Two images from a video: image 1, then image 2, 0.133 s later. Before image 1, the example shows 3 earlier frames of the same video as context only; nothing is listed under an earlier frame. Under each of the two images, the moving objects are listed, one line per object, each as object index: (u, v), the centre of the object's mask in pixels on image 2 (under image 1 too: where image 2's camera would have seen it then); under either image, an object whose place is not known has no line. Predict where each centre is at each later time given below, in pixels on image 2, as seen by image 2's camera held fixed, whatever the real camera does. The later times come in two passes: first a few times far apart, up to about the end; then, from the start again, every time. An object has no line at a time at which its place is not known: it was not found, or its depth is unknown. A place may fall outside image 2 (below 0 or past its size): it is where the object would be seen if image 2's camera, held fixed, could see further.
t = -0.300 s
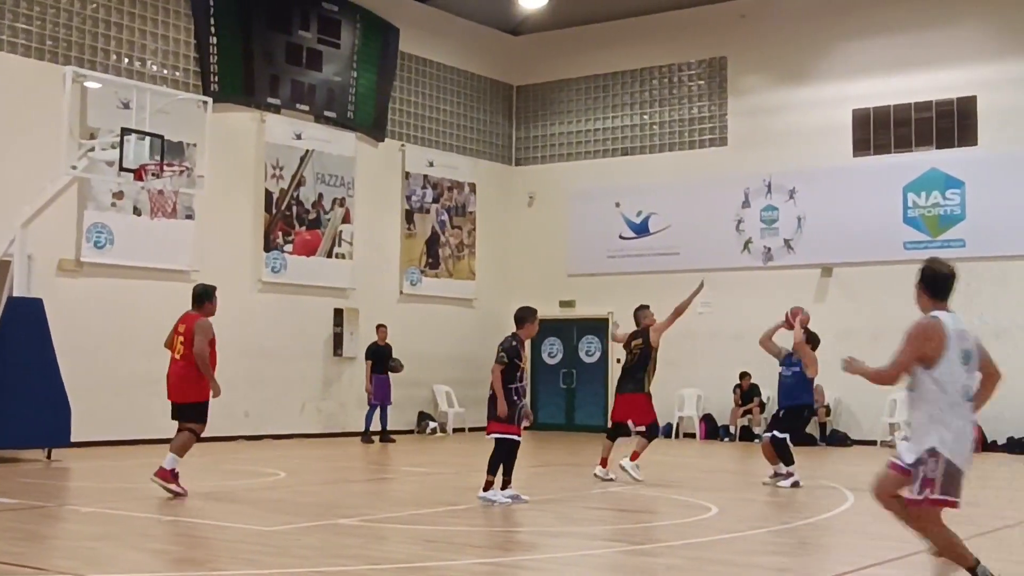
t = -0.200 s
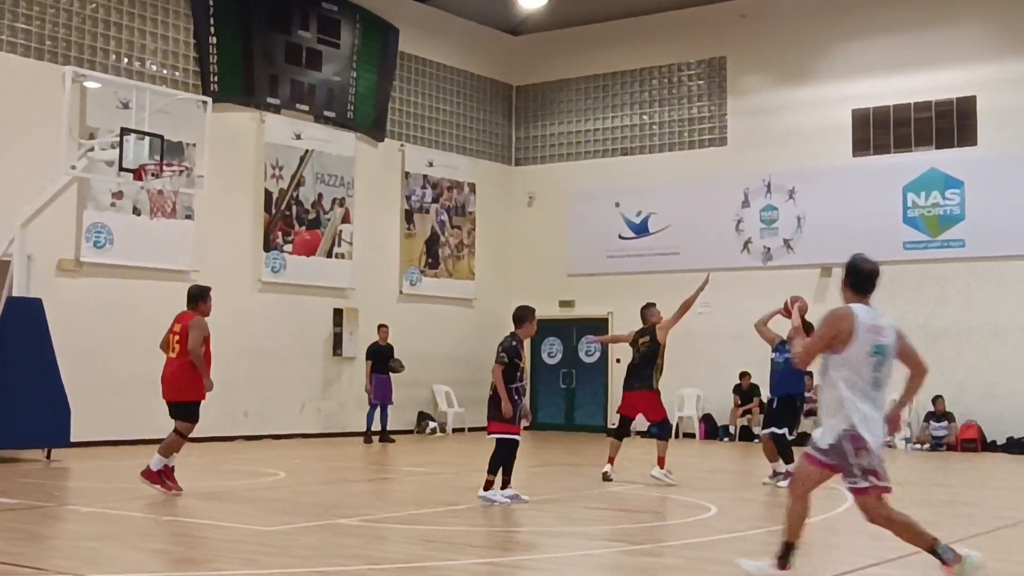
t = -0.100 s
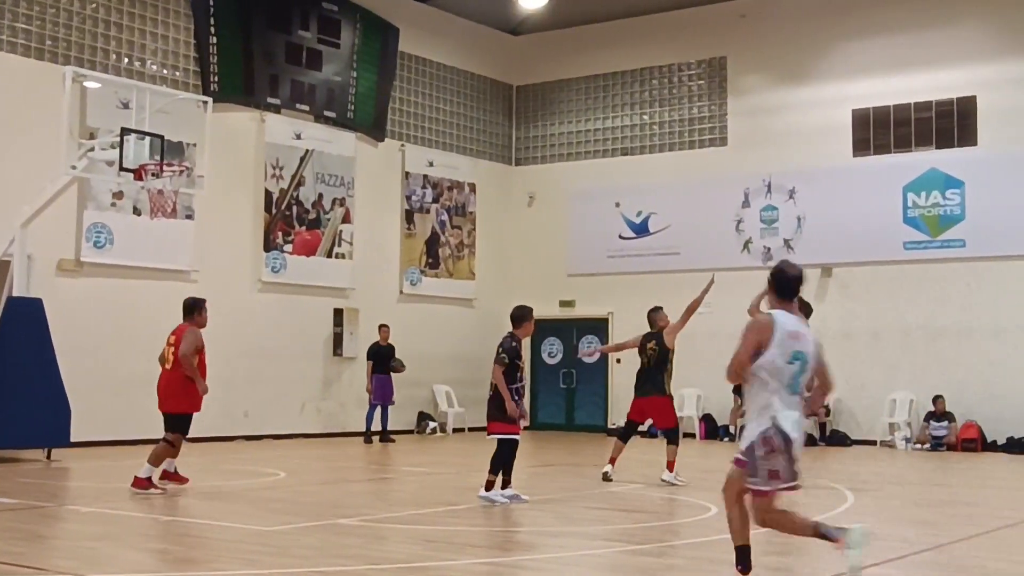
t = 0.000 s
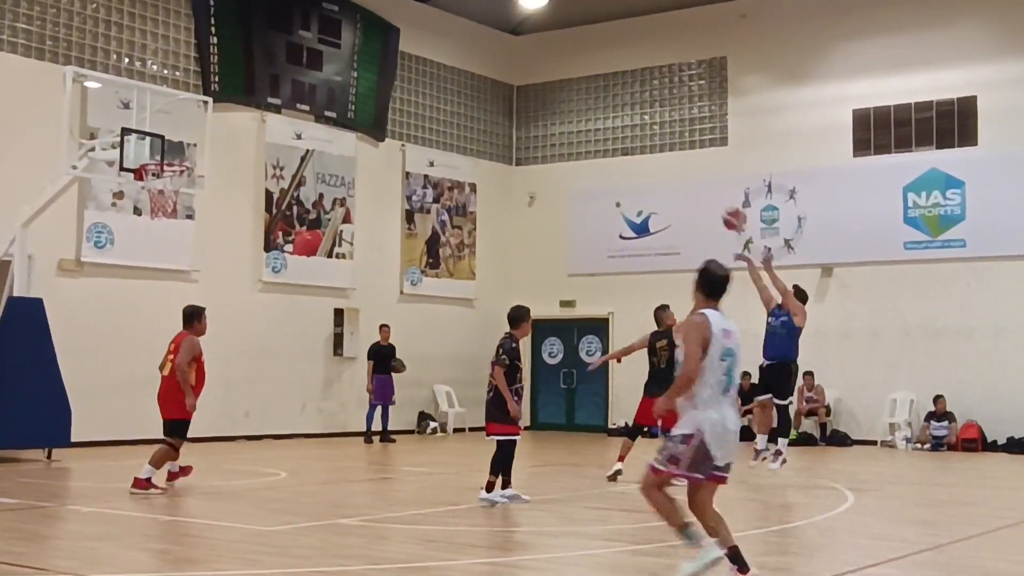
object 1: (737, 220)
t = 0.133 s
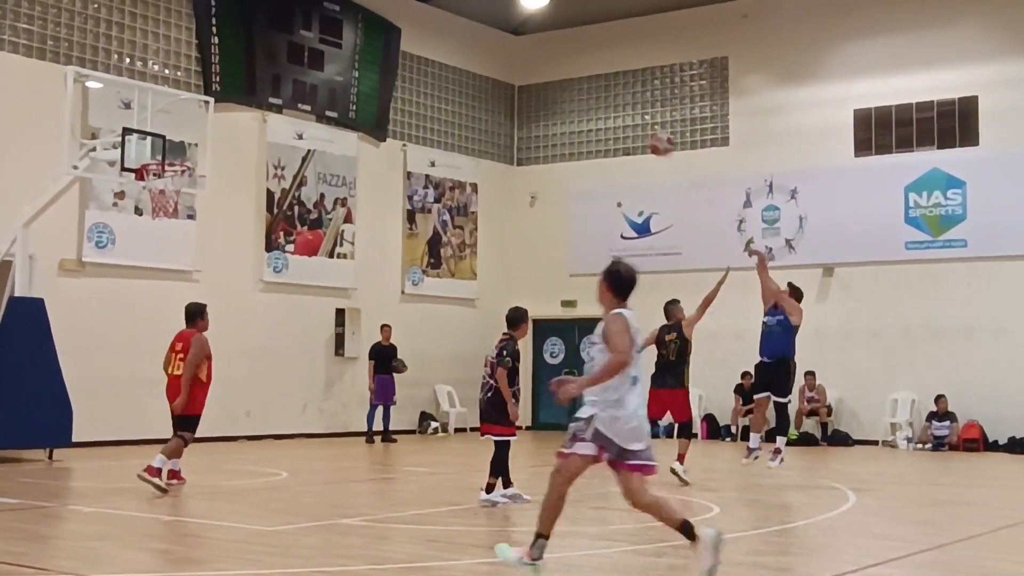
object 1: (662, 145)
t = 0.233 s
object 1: (606, 101)
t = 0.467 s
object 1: (485, 39)
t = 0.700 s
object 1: (367, 29)
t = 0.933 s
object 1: (251, 71)
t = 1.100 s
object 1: (169, 131)
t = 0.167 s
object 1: (644, 130)
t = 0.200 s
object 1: (625, 114)
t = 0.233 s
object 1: (606, 101)
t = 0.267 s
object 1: (590, 90)
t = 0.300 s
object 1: (572, 78)
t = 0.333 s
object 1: (553, 68)
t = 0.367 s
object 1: (537, 59)
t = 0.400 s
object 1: (519, 51)
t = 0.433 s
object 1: (501, 44)
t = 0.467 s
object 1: (485, 39)
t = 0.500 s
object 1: (467, 34)
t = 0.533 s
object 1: (451, 31)
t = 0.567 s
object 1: (434, 29)
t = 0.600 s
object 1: (416, 28)
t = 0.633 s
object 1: (399, 27)
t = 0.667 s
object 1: (384, 28)
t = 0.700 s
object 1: (367, 29)
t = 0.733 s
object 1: (350, 32)
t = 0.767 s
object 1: (332, 36)
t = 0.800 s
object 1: (316, 41)
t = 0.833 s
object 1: (301, 46)
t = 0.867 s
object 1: (284, 54)
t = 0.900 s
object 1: (267, 62)
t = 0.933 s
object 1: (251, 71)
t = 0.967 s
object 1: (234, 81)
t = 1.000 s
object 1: (218, 91)
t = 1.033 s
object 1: (201, 105)
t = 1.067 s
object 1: (186, 117)
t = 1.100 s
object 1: (169, 131)
